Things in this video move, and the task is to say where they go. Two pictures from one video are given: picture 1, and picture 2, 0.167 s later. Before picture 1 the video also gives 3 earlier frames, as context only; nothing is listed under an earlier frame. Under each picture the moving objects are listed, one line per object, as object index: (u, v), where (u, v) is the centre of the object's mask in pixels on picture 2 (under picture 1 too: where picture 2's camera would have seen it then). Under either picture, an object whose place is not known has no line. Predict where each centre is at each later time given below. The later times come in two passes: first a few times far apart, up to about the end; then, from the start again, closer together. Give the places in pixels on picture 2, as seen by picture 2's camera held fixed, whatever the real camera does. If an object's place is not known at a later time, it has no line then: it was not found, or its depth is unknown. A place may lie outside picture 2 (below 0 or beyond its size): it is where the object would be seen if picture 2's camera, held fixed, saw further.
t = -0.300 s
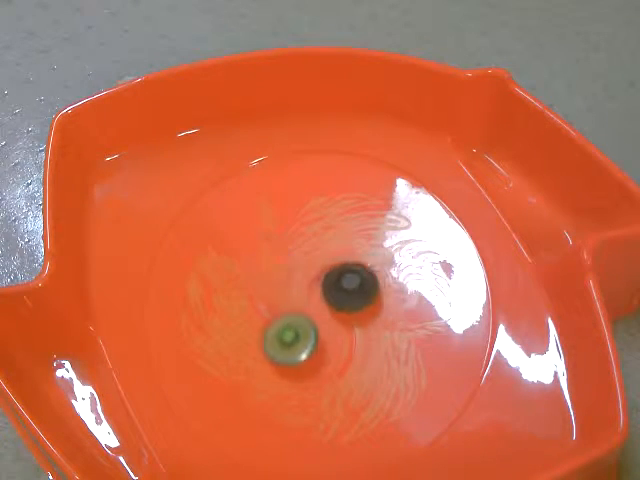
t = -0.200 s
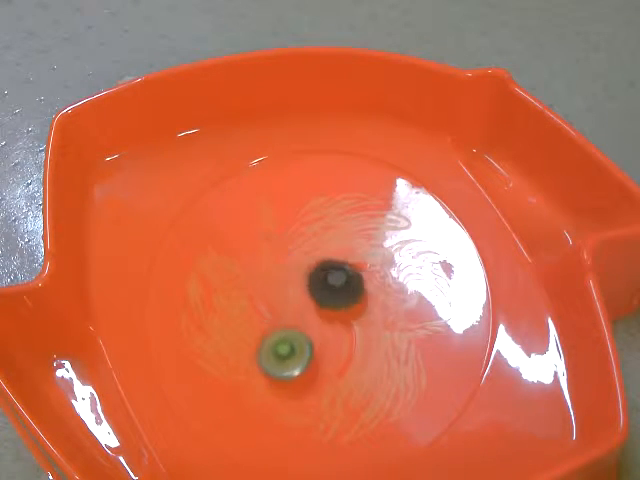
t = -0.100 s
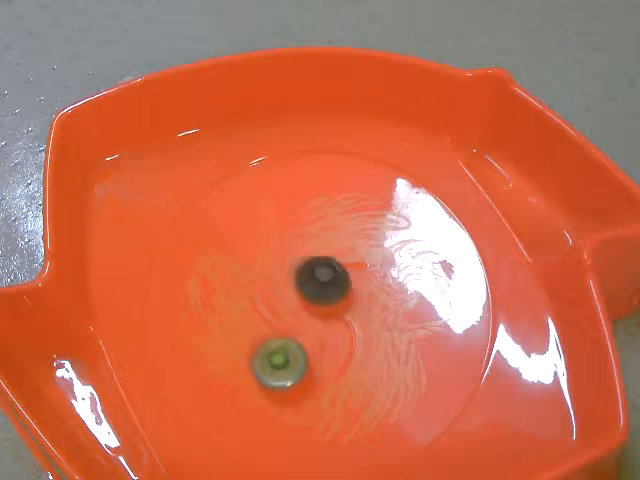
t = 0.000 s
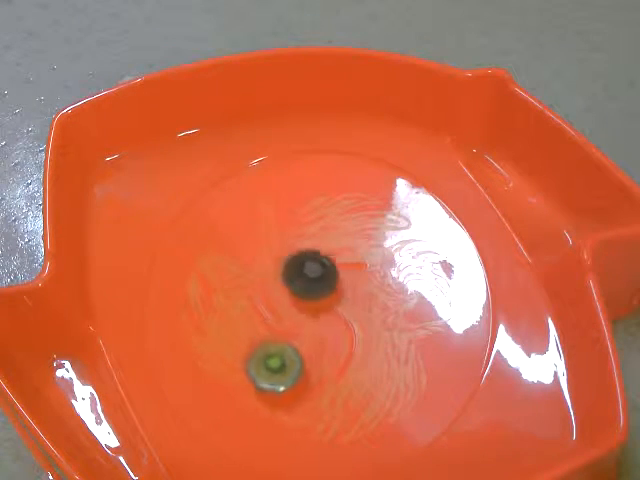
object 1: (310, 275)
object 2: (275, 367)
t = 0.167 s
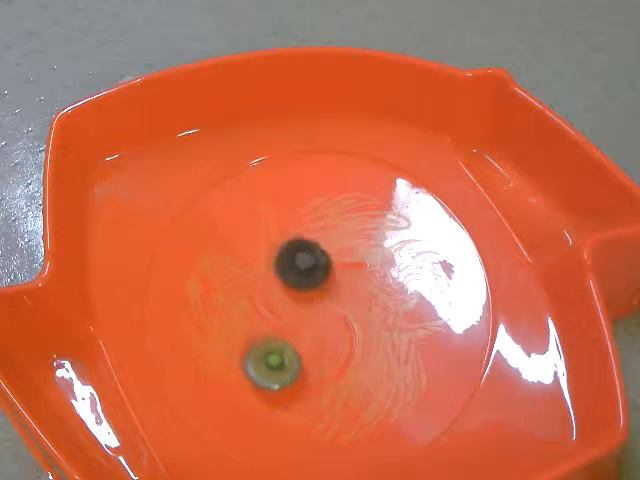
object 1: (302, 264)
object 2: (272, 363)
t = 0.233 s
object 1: (303, 263)
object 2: (271, 360)
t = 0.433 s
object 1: (307, 264)
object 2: (279, 343)
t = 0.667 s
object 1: (316, 269)
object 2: (300, 334)
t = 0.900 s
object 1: (316, 271)
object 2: (329, 335)
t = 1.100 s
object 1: (309, 284)
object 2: (343, 340)
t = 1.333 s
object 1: (298, 294)
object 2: (349, 341)
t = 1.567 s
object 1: (292, 294)
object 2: (346, 334)
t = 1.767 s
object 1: (285, 282)
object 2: (342, 339)
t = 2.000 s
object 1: (271, 256)
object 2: (351, 346)
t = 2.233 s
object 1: (285, 272)
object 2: (355, 337)
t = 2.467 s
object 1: (289, 308)
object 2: (362, 328)
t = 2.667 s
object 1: (272, 315)
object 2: (368, 326)
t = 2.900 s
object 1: (276, 311)
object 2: (366, 324)
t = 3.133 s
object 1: (297, 315)
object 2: (362, 321)
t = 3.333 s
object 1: (306, 309)
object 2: (366, 318)
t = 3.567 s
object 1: (312, 309)
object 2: (372, 316)
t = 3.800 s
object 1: (288, 301)
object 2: (378, 323)
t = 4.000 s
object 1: (289, 295)
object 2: (369, 319)
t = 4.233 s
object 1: (289, 300)
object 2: (358, 308)
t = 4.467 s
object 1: (289, 301)
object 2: (357, 294)
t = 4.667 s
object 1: (290, 300)
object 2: (359, 290)
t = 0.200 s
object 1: (303, 263)
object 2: (271, 362)
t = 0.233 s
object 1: (303, 263)
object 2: (271, 360)
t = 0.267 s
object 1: (303, 262)
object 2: (271, 357)
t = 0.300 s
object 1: (303, 261)
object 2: (271, 354)
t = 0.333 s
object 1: (305, 261)
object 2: (273, 352)
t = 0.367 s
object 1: (306, 262)
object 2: (274, 349)
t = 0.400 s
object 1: (307, 263)
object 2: (277, 346)
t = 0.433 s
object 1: (307, 264)
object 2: (279, 343)
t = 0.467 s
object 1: (308, 266)
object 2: (282, 339)
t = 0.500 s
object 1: (309, 268)
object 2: (284, 336)
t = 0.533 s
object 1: (309, 271)
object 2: (288, 333)
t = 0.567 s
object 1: (308, 274)
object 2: (291, 330)
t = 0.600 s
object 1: (309, 274)
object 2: (294, 330)
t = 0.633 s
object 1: (314, 271)
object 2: (296, 333)
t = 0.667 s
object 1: (316, 269)
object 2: (300, 334)
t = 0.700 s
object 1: (318, 269)
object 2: (304, 333)
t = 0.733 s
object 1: (319, 269)
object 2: (308, 334)
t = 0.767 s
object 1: (319, 269)
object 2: (312, 333)
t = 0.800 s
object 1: (318, 268)
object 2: (317, 334)
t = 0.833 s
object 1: (317, 268)
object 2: (321, 334)
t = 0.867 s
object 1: (316, 269)
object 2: (325, 335)
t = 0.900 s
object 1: (316, 271)
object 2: (329, 335)
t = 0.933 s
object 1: (316, 275)
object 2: (332, 336)
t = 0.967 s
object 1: (314, 278)
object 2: (335, 337)
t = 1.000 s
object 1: (312, 279)
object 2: (337, 337)
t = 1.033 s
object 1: (310, 280)
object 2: (340, 338)
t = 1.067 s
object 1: (309, 282)
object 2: (342, 339)
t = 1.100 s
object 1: (309, 284)
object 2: (343, 340)
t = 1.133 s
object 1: (308, 286)
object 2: (345, 341)
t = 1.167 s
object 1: (306, 289)
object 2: (347, 343)
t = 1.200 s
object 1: (305, 289)
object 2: (348, 345)
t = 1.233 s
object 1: (303, 290)
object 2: (348, 345)
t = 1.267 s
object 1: (301, 292)
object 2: (347, 343)
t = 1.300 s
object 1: (300, 294)
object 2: (348, 343)
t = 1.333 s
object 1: (298, 294)
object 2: (349, 341)
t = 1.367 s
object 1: (295, 295)
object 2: (350, 339)
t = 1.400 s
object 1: (294, 295)
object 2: (350, 337)
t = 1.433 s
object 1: (294, 295)
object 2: (349, 335)
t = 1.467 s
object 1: (293, 296)
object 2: (349, 334)
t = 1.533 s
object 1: (292, 295)
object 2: (347, 334)
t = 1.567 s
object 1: (292, 294)
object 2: (346, 334)
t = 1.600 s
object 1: (292, 293)
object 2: (345, 334)
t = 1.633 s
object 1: (293, 293)
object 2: (342, 333)
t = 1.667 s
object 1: (292, 293)
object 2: (340, 333)
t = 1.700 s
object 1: (293, 293)
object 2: (338, 331)
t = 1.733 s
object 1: (292, 292)
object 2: (338, 331)
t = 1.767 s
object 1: (285, 282)
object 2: (342, 339)
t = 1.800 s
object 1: (280, 274)
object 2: (348, 346)
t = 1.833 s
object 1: (276, 267)
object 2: (350, 349)
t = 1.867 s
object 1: (274, 262)
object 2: (351, 351)
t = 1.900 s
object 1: (271, 259)
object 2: (350, 350)
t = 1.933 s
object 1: (271, 258)
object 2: (350, 349)
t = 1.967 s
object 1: (270, 257)
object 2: (351, 348)
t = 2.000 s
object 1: (271, 256)
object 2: (351, 346)
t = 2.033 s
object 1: (271, 256)
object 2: (353, 346)
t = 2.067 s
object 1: (272, 257)
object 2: (353, 344)
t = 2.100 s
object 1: (274, 258)
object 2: (353, 344)
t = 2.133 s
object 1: (276, 260)
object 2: (353, 342)
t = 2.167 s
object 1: (279, 264)
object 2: (354, 341)
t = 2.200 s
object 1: (282, 268)
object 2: (355, 340)
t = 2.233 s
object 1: (285, 272)
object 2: (355, 337)
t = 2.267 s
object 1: (288, 278)
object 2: (355, 336)
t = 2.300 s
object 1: (290, 283)
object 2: (355, 334)
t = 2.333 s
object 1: (293, 289)
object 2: (356, 332)
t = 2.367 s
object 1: (296, 296)
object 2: (355, 330)
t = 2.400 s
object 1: (299, 303)
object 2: (355, 328)
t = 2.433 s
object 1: (296, 307)
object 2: (357, 327)
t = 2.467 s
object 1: (289, 308)
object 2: (362, 328)
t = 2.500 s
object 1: (285, 310)
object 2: (364, 328)
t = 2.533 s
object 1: (283, 313)
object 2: (365, 328)
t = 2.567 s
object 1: (280, 314)
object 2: (366, 328)
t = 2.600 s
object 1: (277, 315)
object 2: (366, 327)
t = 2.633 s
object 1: (274, 315)
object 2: (367, 327)
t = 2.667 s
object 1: (272, 315)
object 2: (368, 326)
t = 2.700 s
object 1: (272, 315)
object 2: (368, 326)
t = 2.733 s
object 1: (273, 314)
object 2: (368, 326)
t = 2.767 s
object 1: (273, 313)
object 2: (368, 325)
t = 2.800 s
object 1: (273, 312)
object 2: (368, 325)
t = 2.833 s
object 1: (273, 312)
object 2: (367, 325)
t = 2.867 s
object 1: (274, 311)
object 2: (367, 325)
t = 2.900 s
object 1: (276, 311)
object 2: (366, 324)
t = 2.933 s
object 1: (278, 311)
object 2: (366, 324)
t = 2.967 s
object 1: (282, 312)
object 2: (364, 324)
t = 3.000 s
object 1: (287, 312)
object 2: (362, 323)
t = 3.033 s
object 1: (291, 312)
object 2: (361, 322)
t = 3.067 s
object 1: (296, 313)
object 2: (359, 321)
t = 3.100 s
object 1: (299, 315)
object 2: (359, 321)
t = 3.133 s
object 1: (297, 315)
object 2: (362, 321)
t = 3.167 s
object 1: (296, 315)
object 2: (364, 322)
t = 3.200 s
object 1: (299, 313)
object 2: (365, 322)
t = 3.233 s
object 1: (301, 311)
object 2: (365, 320)
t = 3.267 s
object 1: (303, 310)
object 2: (365, 319)
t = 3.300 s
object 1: (305, 310)
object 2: (365, 319)
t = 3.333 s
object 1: (306, 309)
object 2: (366, 318)
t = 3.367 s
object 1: (305, 308)
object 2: (370, 319)
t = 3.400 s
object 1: (305, 308)
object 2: (372, 319)
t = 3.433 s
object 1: (306, 307)
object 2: (372, 318)
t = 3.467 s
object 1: (307, 307)
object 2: (372, 318)
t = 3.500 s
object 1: (308, 308)
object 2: (373, 318)
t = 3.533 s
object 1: (310, 308)
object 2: (372, 317)
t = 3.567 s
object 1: (312, 309)
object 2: (372, 316)
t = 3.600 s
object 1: (314, 309)
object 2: (372, 316)
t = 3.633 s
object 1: (313, 309)
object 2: (373, 317)
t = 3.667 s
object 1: (305, 304)
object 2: (379, 320)
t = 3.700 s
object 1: (298, 302)
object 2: (381, 323)
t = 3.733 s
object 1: (293, 301)
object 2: (380, 324)
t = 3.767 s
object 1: (290, 301)
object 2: (379, 324)
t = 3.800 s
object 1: (288, 301)
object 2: (378, 323)
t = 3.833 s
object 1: (287, 300)
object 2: (376, 323)
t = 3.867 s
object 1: (287, 299)
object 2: (375, 322)
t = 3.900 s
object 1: (288, 297)
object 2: (373, 322)
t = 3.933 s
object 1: (288, 296)
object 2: (372, 321)
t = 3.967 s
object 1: (289, 295)
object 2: (371, 320)
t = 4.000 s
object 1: (289, 295)
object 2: (369, 319)
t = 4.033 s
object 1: (290, 297)
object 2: (366, 317)
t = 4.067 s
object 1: (289, 298)
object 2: (364, 316)
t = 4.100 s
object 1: (289, 300)
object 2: (363, 315)
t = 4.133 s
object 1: (288, 300)
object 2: (361, 314)
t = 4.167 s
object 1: (288, 301)
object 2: (361, 312)
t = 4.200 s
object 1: (289, 300)
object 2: (359, 309)
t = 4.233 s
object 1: (289, 300)
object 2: (358, 308)
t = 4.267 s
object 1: (290, 299)
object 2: (358, 305)
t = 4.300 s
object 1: (290, 299)
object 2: (357, 303)
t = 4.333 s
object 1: (290, 299)
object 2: (356, 301)
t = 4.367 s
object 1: (290, 299)
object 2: (356, 299)
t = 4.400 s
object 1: (290, 299)
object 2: (357, 297)
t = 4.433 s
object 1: (290, 300)
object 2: (357, 295)
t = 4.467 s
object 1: (289, 301)
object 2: (357, 294)
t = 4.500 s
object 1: (289, 301)
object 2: (357, 293)
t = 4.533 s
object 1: (289, 301)
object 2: (357, 292)
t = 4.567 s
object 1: (290, 300)
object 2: (358, 291)
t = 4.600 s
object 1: (290, 300)
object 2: (358, 291)
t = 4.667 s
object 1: (290, 300)
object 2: (359, 290)
